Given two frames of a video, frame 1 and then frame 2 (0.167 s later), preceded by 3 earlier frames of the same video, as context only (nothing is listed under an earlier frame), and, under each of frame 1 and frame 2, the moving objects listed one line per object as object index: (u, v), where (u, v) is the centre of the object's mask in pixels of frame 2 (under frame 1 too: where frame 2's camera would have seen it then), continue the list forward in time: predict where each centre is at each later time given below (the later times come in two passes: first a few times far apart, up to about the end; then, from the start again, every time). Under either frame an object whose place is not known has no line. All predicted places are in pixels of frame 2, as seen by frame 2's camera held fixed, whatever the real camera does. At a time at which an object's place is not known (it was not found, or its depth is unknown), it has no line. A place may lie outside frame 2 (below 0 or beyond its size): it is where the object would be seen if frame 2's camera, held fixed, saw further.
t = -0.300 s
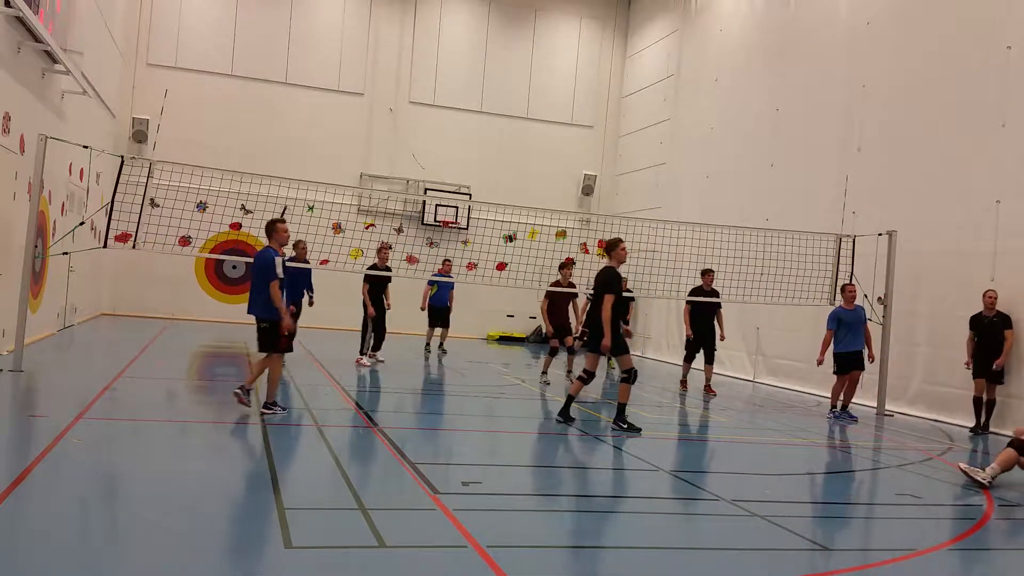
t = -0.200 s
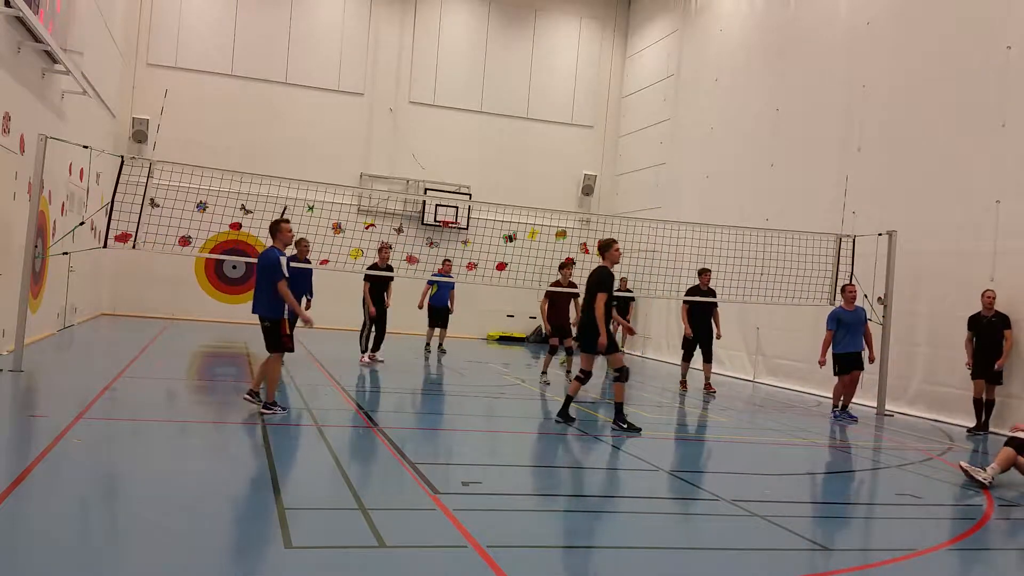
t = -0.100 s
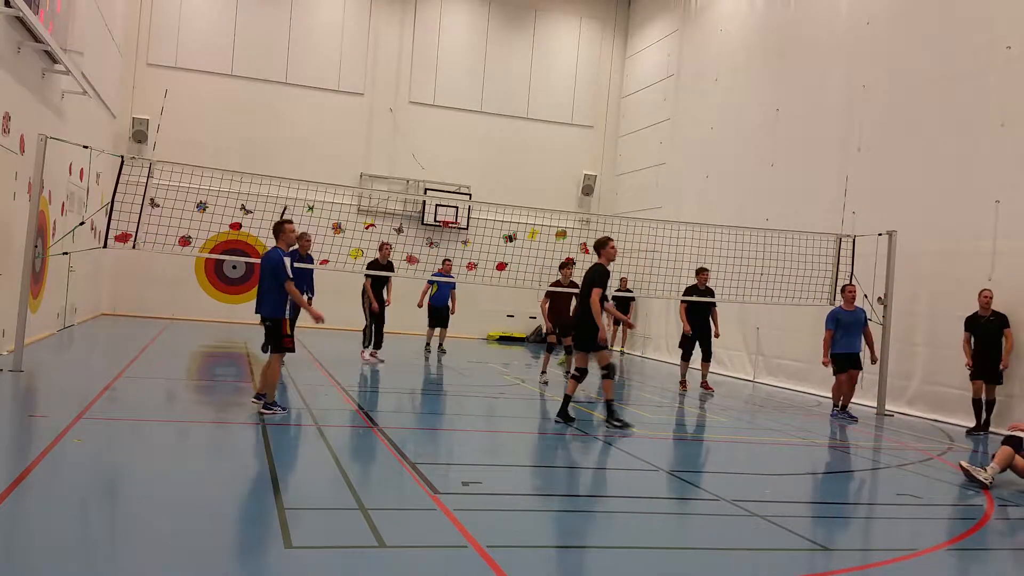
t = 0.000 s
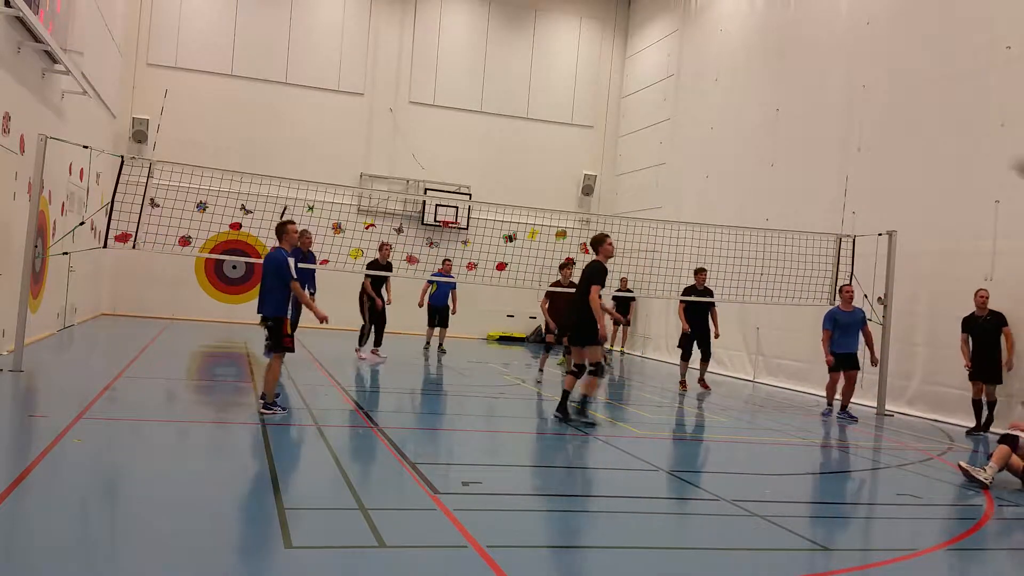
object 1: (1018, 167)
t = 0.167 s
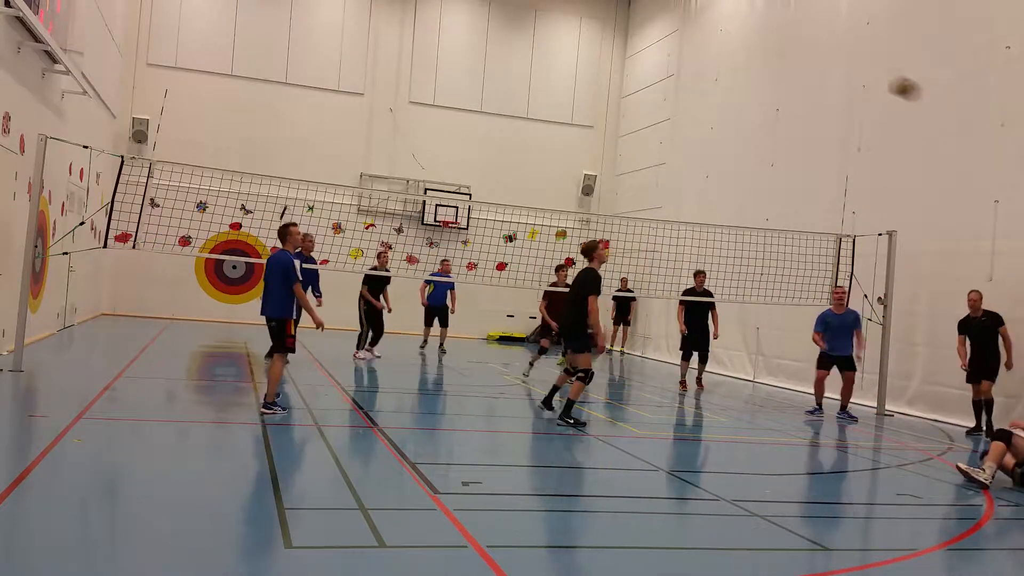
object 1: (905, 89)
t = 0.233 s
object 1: (861, 69)
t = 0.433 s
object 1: (742, 41)
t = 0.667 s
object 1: (630, 56)
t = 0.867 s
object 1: (549, 99)
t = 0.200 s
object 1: (882, 77)
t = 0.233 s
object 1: (861, 69)
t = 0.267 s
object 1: (838, 59)
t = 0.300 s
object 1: (817, 54)
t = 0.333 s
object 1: (797, 49)
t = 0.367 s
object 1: (779, 45)
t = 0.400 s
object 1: (761, 42)
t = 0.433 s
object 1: (742, 41)
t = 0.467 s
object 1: (724, 40)
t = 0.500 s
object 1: (706, 41)
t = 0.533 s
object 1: (690, 42)
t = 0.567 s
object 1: (675, 44)
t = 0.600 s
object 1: (659, 48)
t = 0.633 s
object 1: (644, 52)
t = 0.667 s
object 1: (630, 56)
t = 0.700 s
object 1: (615, 62)
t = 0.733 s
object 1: (600, 69)
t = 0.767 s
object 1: (587, 75)
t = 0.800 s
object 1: (574, 83)
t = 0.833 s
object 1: (560, 91)
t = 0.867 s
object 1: (549, 99)
